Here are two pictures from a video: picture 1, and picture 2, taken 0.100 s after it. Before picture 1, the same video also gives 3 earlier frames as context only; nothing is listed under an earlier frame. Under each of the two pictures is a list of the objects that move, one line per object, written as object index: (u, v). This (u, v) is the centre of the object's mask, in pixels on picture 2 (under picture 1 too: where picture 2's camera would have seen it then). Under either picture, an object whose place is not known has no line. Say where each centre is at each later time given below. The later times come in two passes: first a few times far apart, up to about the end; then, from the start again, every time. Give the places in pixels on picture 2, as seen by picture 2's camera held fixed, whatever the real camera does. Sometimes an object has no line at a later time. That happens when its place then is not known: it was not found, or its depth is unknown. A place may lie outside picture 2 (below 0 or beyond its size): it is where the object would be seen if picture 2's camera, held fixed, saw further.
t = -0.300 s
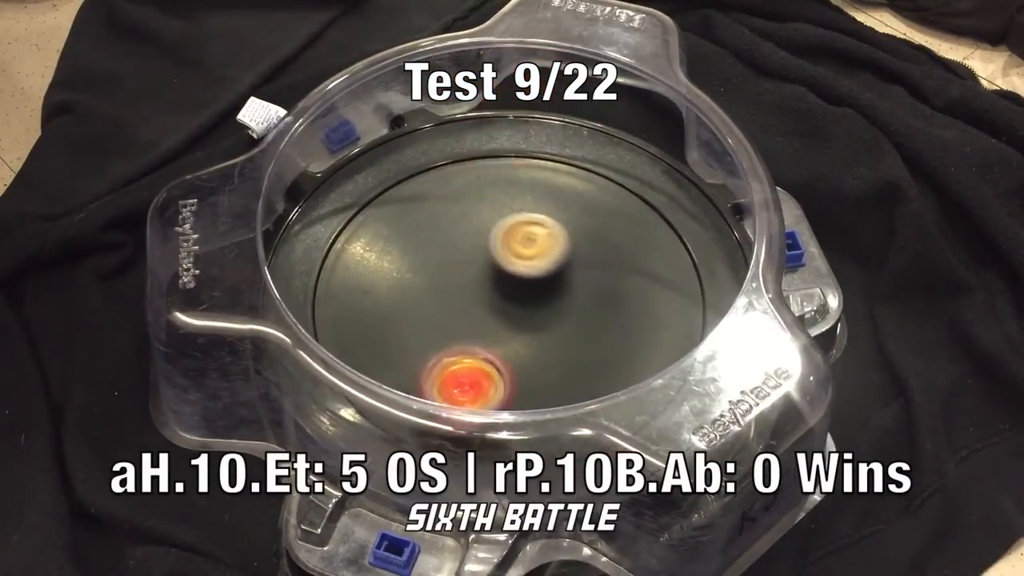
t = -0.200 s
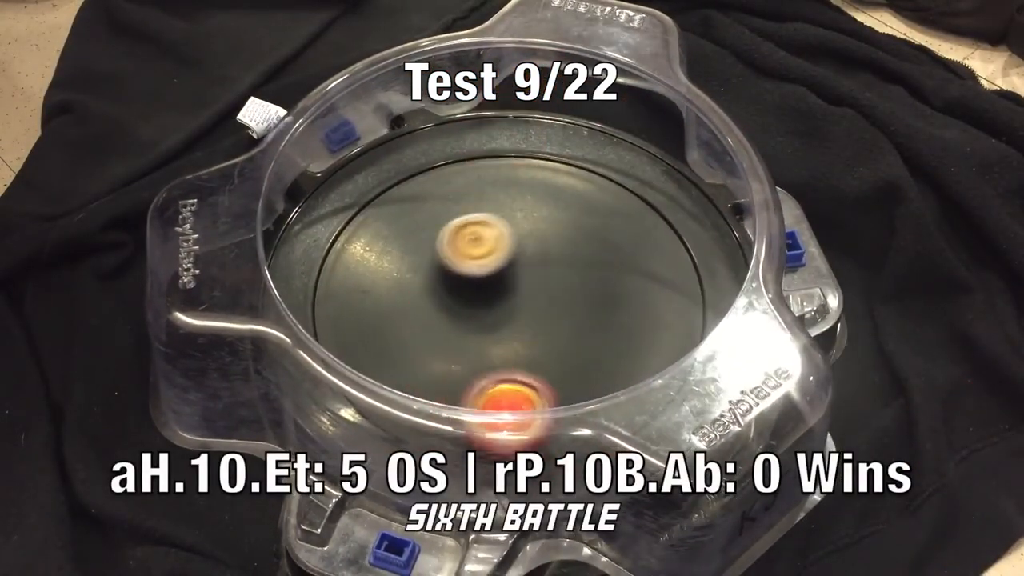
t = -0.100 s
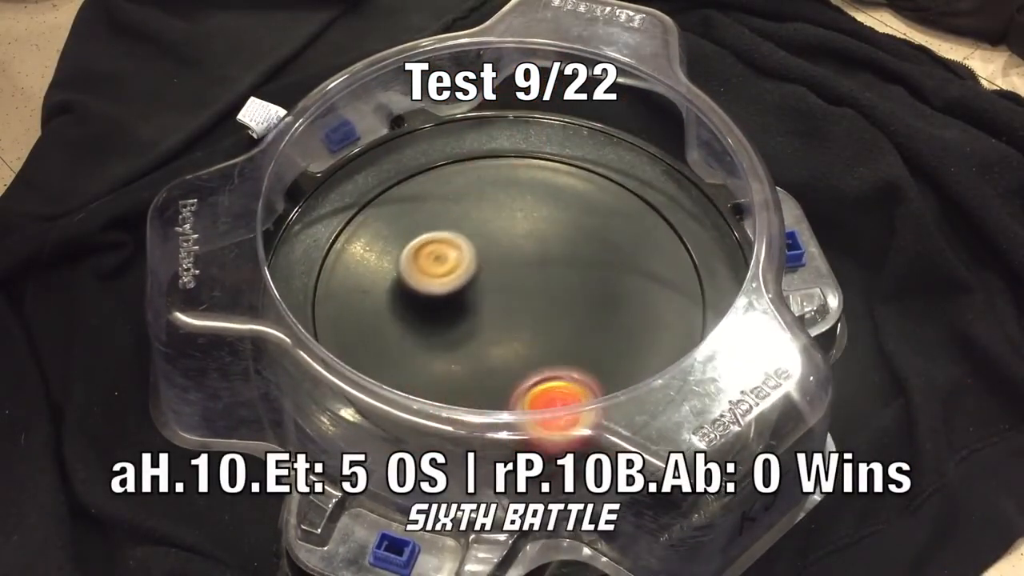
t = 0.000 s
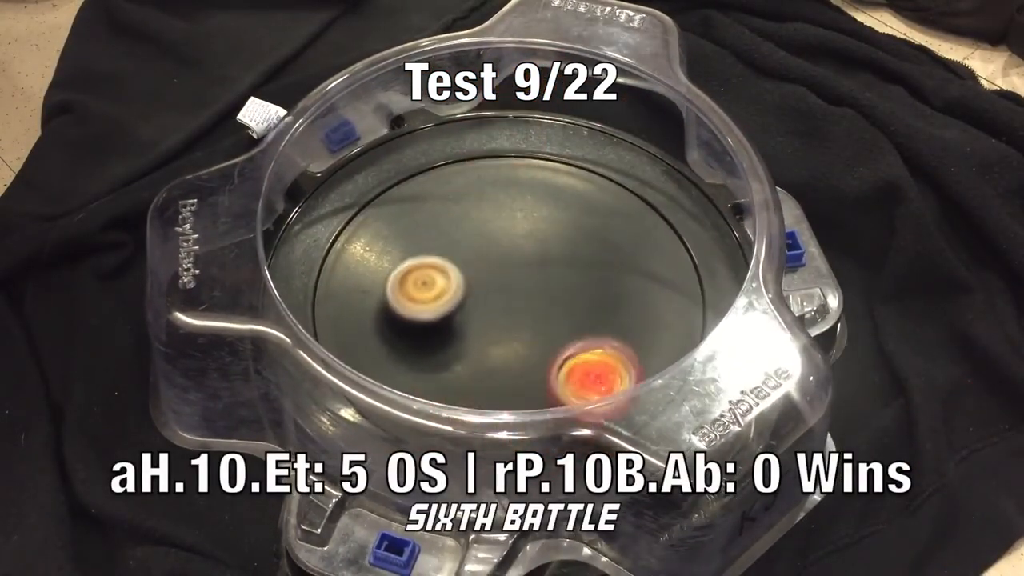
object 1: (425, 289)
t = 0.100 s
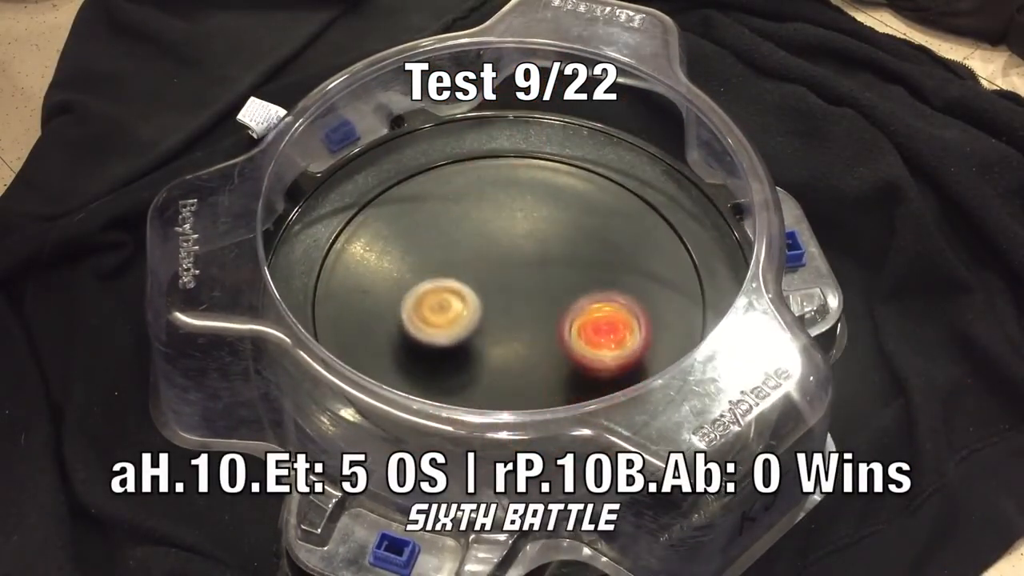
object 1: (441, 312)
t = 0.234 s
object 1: (491, 336)
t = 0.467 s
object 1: (565, 301)
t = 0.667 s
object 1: (505, 244)
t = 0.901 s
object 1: (451, 263)
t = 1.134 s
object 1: (459, 331)
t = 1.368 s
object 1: (556, 324)
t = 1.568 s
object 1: (559, 254)
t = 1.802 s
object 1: (483, 243)
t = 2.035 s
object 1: (478, 295)
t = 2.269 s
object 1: (517, 308)
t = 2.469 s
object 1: (528, 257)
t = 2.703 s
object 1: (462, 234)
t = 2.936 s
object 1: (381, 251)
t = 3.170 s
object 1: (445, 319)
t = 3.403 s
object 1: (489, 311)
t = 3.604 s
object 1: (502, 287)
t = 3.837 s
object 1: (484, 251)
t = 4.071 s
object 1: (529, 265)
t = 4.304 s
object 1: (561, 248)
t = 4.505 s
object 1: (515, 243)
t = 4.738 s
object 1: (510, 261)
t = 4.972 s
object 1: (552, 268)
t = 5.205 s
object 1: (561, 270)
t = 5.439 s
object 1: (544, 264)
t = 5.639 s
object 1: (550, 304)
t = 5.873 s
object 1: (523, 347)
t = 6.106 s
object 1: (517, 356)
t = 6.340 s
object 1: (499, 351)
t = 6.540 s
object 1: (470, 343)
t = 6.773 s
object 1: (450, 322)
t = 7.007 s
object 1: (435, 305)
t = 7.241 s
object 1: (450, 281)
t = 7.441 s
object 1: (442, 256)
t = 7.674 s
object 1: (469, 259)
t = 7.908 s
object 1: (501, 243)
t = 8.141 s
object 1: (531, 242)
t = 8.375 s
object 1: (542, 272)
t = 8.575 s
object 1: (554, 295)
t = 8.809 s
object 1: (553, 322)
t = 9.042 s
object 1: (534, 336)
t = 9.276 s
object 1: (482, 354)
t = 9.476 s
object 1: (430, 352)
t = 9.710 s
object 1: (387, 329)
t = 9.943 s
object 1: (428, 279)
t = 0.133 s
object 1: (451, 320)
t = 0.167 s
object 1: (463, 326)
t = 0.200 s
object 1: (476, 332)
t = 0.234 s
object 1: (491, 336)
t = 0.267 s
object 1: (505, 339)
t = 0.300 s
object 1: (520, 339)
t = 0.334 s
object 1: (534, 337)
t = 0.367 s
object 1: (547, 332)
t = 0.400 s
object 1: (557, 324)
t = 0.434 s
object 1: (563, 313)
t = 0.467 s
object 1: (565, 301)
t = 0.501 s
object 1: (562, 289)
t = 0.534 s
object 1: (556, 277)
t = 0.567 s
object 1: (545, 266)
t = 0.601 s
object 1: (533, 257)
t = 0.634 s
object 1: (519, 249)
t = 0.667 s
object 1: (505, 244)
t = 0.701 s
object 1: (492, 240)
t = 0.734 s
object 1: (481, 238)
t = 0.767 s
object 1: (471, 239)
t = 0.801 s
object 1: (463, 243)
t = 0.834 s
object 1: (457, 247)
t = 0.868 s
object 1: (453, 255)
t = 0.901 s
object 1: (451, 263)
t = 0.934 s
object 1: (448, 272)
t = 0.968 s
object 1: (447, 281)
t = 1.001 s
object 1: (447, 290)
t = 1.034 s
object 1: (447, 300)
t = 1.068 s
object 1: (449, 310)
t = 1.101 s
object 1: (453, 321)
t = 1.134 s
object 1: (459, 331)
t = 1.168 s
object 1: (469, 340)
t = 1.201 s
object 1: (482, 347)
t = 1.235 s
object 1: (498, 350)
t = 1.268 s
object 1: (514, 349)
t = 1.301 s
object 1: (530, 344)
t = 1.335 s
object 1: (544, 336)
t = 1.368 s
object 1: (556, 324)
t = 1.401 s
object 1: (563, 310)
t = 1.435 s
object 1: (568, 297)
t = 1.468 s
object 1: (569, 284)
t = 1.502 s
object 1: (568, 272)
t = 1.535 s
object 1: (565, 262)
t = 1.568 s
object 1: (559, 254)
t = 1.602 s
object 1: (552, 247)
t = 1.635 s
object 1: (542, 242)
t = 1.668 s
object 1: (532, 239)
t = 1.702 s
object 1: (521, 238)
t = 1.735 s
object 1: (508, 238)
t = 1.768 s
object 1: (495, 240)
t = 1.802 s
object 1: (483, 243)
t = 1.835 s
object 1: (472, 247)
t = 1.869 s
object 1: (470, 251)
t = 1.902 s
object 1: (472, 258)
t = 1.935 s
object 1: (474, 266)
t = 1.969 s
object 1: (475, 275)
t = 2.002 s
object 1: (477, 285)
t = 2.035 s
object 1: (478, 295)
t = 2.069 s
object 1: (479, 303)
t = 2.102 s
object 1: (483, 309)
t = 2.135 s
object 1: (488, 315)
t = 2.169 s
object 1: (495, 318)
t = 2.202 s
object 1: (502, 319)
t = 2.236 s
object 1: (510, 315)
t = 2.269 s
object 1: (517, 308)
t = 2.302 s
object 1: (523, 299)
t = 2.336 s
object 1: (528, 289)
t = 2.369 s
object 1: (531, 279)
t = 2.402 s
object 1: (532, 270)
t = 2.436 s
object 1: (530, 263)
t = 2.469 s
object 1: (528, 257)
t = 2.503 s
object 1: (524, 253)
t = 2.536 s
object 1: (516, 248)
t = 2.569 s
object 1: (505, 240)
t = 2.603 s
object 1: (494, 236)
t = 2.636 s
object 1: (484, 234)
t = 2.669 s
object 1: (475, 234)
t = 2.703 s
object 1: (462, 234)
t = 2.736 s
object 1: (439, 228)
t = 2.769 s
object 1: (418, 225)
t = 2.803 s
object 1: (402, 224)
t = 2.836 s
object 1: (390, 226)
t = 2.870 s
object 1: (383, 232)
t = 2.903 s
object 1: (380, 241)
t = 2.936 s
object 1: (381, 251)
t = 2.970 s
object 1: (386, 263)
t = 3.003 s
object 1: (394, 277)
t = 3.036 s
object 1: (403, 290)
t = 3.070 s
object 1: (416, 301)
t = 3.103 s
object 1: (430, 311)
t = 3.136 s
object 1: (440, 317)
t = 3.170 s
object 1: (445, 319)
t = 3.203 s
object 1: (452, 319)
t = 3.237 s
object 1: (459, 318)
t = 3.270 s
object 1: (466, 318)
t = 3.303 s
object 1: (474, 318)
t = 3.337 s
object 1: (480, 317)
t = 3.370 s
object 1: (487, 316)
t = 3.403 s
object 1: (489, 311)
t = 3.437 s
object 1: (489, 303)
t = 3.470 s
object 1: (490, 297)
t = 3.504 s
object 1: (493, 294)
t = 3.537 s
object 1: (496, 291)
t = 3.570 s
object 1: (500, 289)
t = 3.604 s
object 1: (502, 287)
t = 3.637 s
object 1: (499, 280)
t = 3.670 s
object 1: (495, 272)
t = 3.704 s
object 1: (492, 265)
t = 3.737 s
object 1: (488, 259)
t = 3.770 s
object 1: (485, 255)
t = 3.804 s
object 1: (484, 252)
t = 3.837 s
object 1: (484, 251)
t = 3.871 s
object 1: (487, 250)
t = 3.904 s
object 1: (491, 252)
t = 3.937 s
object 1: (496, 254)
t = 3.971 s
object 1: (501, 259)
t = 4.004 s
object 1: (506, 264)
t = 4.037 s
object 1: (515, 267)
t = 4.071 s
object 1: (529, 265)
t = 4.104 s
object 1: (540, 263)
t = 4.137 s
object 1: (548, 261)
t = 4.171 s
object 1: (555, 259)
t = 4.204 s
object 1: (560, 256)
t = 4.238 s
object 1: (562, 253)
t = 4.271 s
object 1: (562, 251)
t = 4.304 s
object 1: (561, 248)
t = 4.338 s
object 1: (558, 245)
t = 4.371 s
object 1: (553, 242)
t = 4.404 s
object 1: (545, 240)
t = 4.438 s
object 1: (535, 239)
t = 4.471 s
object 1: (524, 240)
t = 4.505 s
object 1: (515, 243)
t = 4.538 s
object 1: (505, 246)
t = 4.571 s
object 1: (497, 250)
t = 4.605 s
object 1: (491, 256)
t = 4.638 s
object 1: (486, 264)
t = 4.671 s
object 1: (486, 271)
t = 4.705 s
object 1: (497, 265)
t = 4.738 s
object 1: (510, 261)
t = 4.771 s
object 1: (521, 258)
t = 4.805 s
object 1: (531, 257)
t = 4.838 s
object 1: (538, 257)
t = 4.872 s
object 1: (544, 258)
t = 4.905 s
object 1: (547, 261)
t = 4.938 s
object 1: (547, 266)
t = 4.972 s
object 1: (552, 268)
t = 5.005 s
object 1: (557, 269)
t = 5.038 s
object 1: (561, 270)
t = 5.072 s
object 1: (563, 270)
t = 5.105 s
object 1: (564, 271)
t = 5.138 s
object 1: (564, 271)
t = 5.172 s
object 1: (563, 271)
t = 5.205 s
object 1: (561, 270)
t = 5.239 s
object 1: (559, 269)
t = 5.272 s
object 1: (557, 268)
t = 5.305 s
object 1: (554, 266)
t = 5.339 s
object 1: (552, 265)
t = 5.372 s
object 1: (549, 263)
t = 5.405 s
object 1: (544, 262)
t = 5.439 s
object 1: (544, 264)
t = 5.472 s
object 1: (547, 270)
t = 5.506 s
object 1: (550, 277)
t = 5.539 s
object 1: (553, 285)
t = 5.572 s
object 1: (554, 292)
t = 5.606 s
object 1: (553, 299)
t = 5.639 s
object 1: (550, 304)
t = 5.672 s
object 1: (546, 309)
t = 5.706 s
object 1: (540, 311)
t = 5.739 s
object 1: (533, 313)
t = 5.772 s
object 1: (529, 319)
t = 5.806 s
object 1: (526, 330)
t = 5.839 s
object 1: (525, 339)
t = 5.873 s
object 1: (523, 347)
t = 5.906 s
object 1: (522, 353)
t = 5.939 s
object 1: (520, 357)
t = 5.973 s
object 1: (519, 359)
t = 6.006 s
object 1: (519, 359)
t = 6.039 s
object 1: (518, 358)
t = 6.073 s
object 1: (517, 355)
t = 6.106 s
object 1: (517, 356)
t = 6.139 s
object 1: (515, 357)
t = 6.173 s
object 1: (513, 357)
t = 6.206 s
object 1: (512, 356)
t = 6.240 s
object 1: (509, 355)
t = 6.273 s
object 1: (505, 355)
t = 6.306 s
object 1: (501, 354)
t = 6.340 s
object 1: (499, 351)
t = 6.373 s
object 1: (496, 348)
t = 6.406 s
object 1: (493, 344)
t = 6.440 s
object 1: (486, 345)
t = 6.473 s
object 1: (481, 345)
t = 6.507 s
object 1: (475, 344)
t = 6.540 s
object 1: (470, 343)
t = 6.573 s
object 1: (466, 340)
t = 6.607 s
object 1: (464, 337)
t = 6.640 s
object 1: (462, 334)
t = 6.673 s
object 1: (460, 329)
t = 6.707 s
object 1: (459, 325)
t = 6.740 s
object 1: (455, 323)
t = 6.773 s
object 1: (450, 322)
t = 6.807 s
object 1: (445, 321)
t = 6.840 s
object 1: (441, 320)
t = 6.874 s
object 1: (438, 318)
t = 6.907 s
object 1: (436, 315)
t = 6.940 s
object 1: (435, 312)
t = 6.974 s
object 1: (435, 309)
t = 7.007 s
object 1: (435, 305)
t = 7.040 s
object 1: (438, 301)
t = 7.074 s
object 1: (437, 297)
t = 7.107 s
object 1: (437, 294)
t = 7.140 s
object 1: (440, 290)
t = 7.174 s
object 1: (444, 288)
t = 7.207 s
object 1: (449, 284)
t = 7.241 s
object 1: (450, 281)
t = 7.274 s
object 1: (447, 276)
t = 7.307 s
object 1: (444, 272)
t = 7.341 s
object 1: (442, 267)
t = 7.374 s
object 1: (442, 263)
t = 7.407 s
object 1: (441, 259)
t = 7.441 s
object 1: (442, 256)
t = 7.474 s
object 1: (445, 254)
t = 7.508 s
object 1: (447, 253)
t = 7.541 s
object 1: (450, 252)
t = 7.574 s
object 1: (454, 252)
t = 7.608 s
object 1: (459, 254)
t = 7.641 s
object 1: (465, 256)
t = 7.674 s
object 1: (469, 259)
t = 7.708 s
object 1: (475, 263)
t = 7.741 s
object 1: (481, 265)
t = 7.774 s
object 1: (484, 261)
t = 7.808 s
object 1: (488, 256)
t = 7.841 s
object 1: (492, 251)
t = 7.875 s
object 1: (497, 247)
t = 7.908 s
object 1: (501, 243)
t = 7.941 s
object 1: (506, 240)
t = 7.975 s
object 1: (511, 238)
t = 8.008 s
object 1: (515, 237)
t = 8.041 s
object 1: (520, 237)
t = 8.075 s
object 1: (524, 238)
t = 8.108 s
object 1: (527, 239)
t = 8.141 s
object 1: (531, 242)
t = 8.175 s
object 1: (533, 245)
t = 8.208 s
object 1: (536, 249)
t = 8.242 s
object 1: (537, 253)
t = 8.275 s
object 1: (538, 258)
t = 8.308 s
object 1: (538, 262)
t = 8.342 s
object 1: (539, 267)
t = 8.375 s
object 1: (542, 272)
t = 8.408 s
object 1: (545, 276)
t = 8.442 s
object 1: (548, 280)
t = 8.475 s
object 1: (550, 284)
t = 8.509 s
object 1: (552, 287)
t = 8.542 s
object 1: (553, 291)
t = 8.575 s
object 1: (554, 295)
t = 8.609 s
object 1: (555, 298)
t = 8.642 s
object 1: (555, 301)
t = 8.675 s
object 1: (554, 303)
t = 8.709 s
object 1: (553, 306)
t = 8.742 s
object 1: (552, 309)
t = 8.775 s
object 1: (553, 316)
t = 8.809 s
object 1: (553, 322)
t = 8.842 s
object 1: (552, 326)
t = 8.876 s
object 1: (551, 329)
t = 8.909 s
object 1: (549, 332)
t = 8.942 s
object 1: (546, 332)
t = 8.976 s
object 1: (543, 334)
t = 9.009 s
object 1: (539, 334)
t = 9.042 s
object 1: (534, 336)
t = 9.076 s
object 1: (528, 340)
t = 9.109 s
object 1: (521, 343)
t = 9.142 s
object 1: (515, 345)
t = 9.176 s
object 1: (509, 346)
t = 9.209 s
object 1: (501, 349)
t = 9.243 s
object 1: (491, 352)
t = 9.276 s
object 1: (482, 354)
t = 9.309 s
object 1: (474, 356)
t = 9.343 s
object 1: (467, 355)
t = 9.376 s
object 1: (461, 355)
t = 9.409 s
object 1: (456, 353)
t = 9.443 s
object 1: (448, 352)
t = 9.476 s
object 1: (430, 352)
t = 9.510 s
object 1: (416, 351)
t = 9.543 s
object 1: (404, 349)
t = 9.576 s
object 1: (394, 347)
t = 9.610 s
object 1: (388, 343)
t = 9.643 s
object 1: (384, 339)
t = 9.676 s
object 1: (384, 334)
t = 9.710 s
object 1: (387, 329)
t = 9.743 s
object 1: (393, 323)
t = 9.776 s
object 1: (401, 317)
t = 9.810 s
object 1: (412, 311)
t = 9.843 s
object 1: (427, 304)
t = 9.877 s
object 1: (434, 298)
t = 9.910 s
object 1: (431, 288)
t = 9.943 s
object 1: (428, 279)
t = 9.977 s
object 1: (427, 271)
